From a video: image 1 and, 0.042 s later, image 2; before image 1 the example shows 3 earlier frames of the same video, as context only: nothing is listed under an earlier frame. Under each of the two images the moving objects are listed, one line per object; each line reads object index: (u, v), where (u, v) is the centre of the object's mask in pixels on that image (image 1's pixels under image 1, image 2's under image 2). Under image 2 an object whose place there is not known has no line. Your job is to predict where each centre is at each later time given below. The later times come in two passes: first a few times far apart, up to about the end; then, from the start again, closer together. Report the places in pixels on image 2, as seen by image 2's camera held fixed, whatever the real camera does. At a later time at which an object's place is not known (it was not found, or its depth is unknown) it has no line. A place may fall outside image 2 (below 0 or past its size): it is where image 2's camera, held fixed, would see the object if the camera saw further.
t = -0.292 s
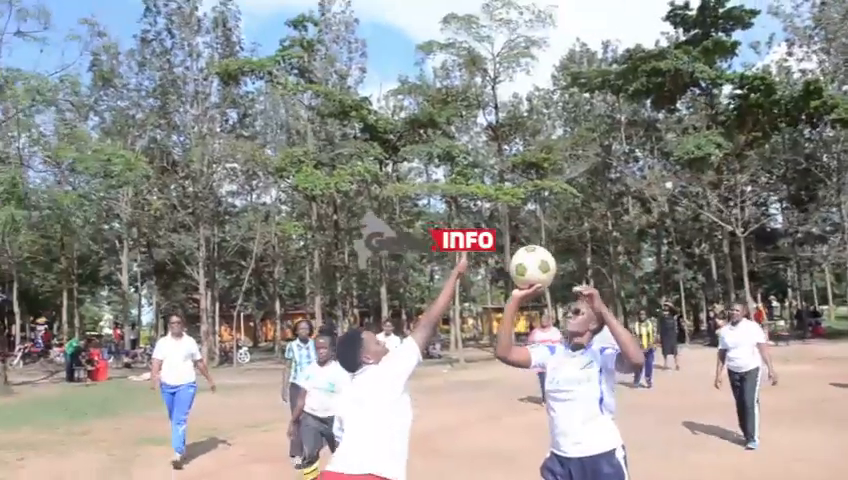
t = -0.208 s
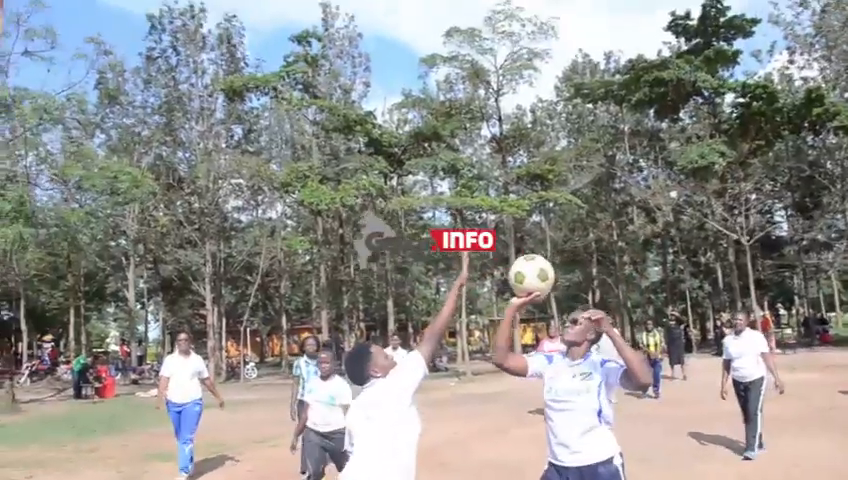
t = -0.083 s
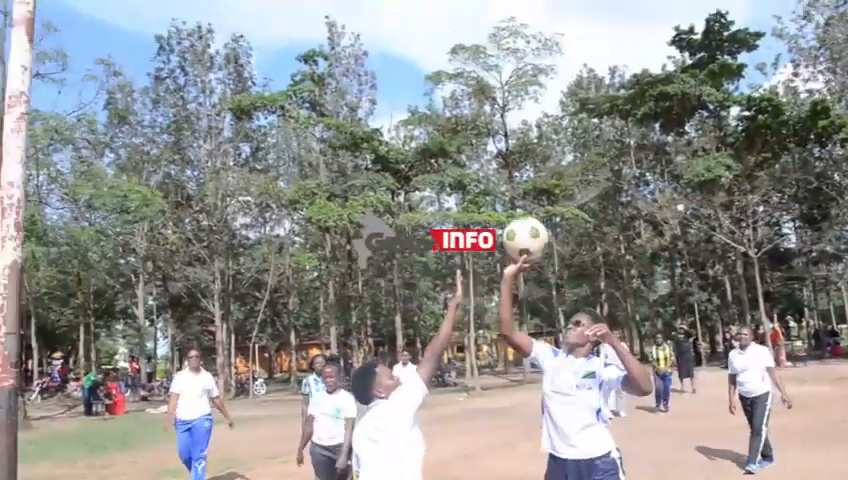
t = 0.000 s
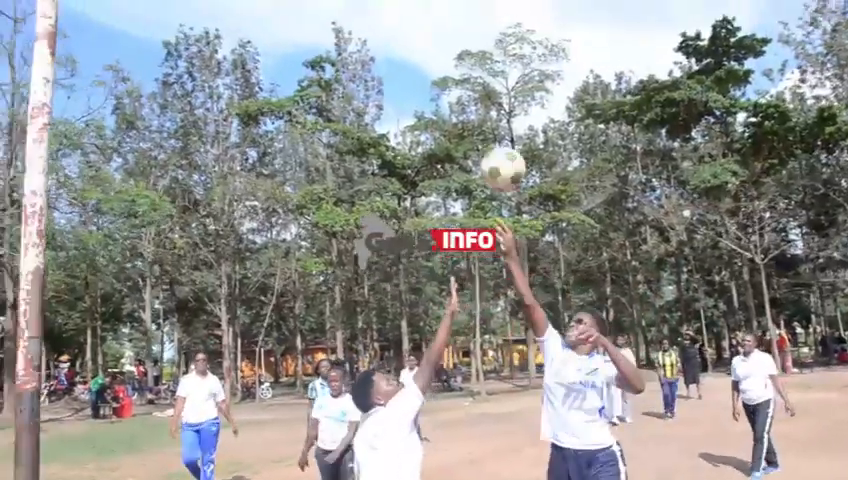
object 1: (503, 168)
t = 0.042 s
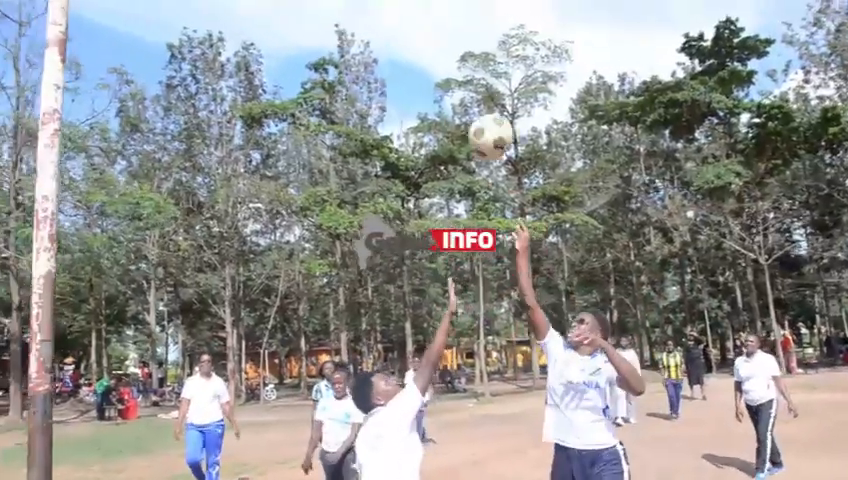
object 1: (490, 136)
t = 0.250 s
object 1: (414, 12)
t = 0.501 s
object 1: (317, -41)
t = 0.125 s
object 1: (459, 79)
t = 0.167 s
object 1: (445, 55)
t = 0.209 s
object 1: (430, 32)
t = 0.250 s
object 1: (414, 12)
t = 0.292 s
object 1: (398, -3)
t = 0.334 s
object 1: (382, -13)
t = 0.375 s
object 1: (366, -23)
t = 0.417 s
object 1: (350, -30)
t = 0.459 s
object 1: (334, -36)
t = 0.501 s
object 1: (317, -41)
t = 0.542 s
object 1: (300, -40)
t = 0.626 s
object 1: (263, -27)
